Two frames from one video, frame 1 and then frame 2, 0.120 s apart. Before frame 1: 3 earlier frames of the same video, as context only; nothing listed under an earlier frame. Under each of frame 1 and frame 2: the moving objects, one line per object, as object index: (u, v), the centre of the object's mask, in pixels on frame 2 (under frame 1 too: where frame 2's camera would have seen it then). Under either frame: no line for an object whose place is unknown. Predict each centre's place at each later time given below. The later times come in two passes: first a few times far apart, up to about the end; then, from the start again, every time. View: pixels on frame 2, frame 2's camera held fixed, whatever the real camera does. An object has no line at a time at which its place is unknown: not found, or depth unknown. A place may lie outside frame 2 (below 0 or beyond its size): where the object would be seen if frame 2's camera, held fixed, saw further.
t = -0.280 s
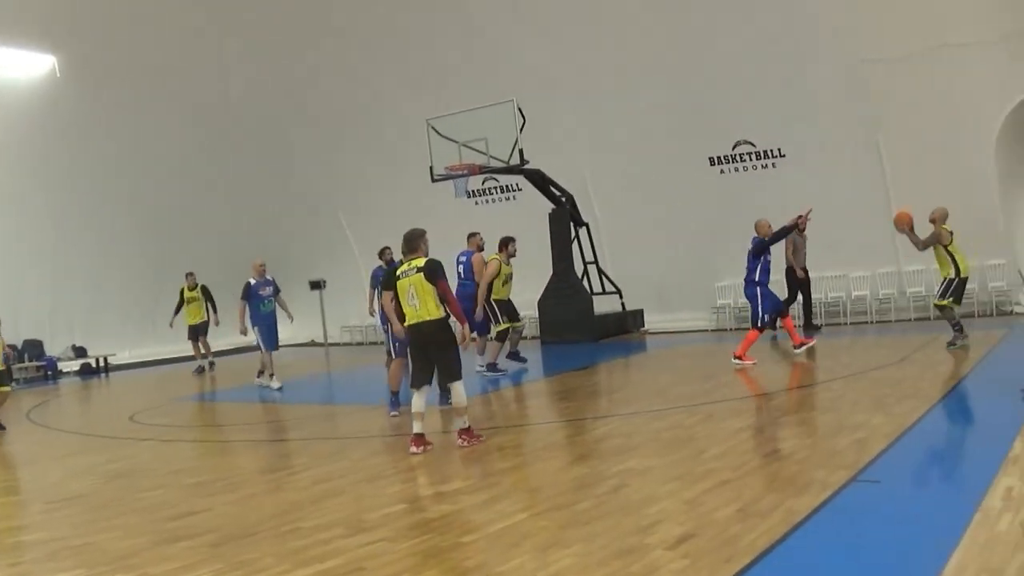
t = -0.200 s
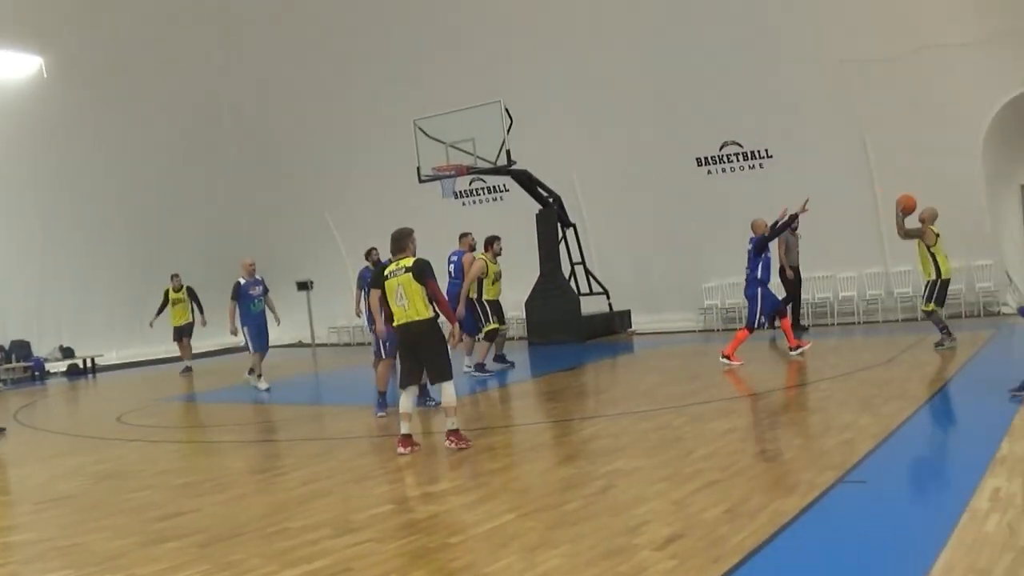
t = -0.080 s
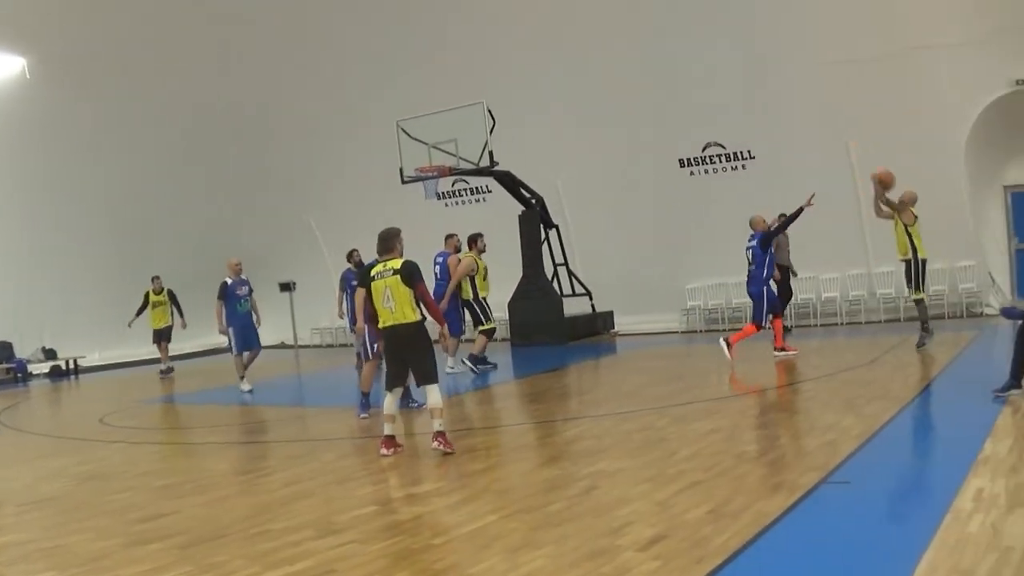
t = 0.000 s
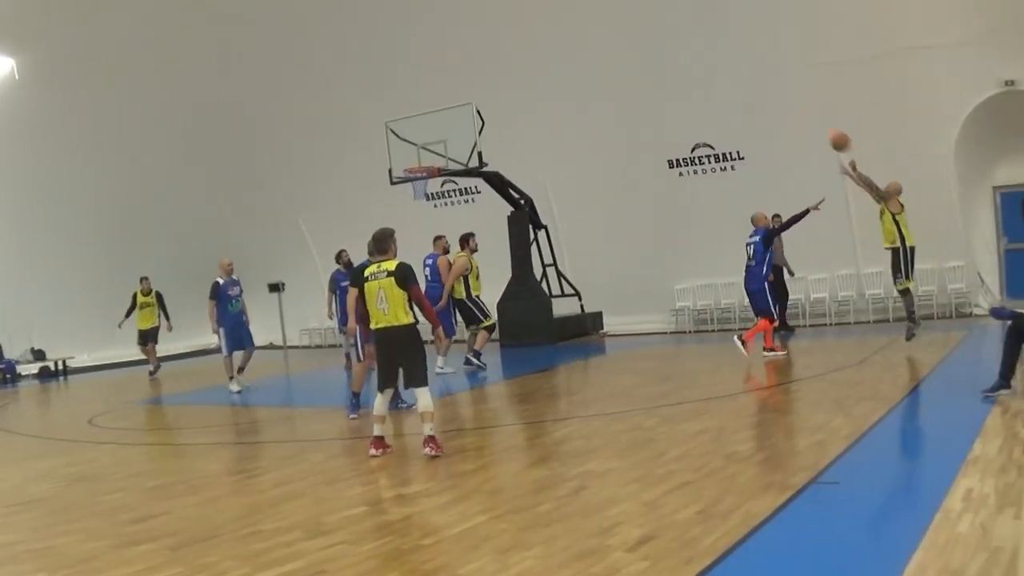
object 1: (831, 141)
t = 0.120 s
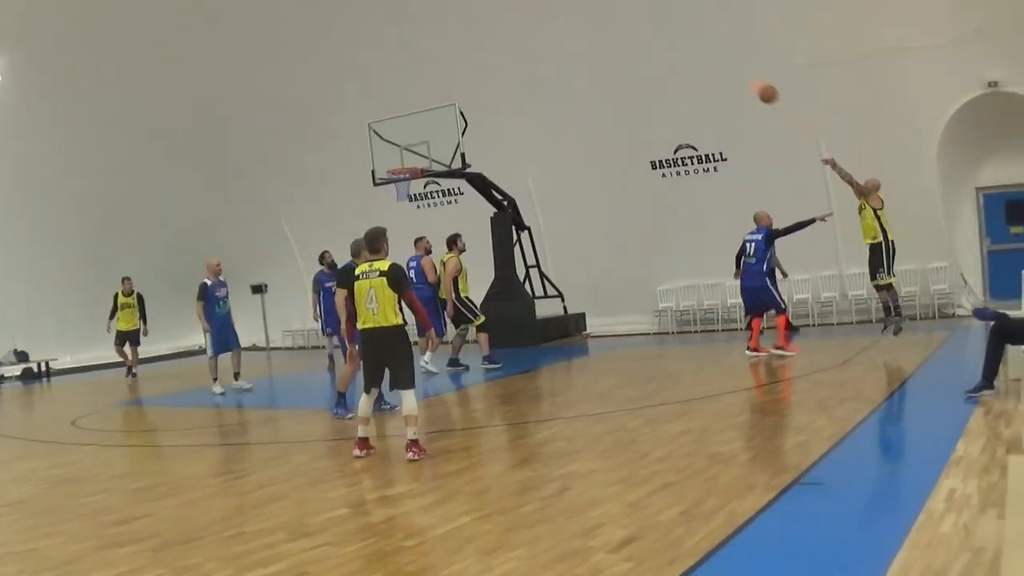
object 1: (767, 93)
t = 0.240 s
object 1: (708, 59)
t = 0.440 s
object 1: (628, 28)
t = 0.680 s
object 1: (558, 30)
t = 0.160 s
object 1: (746, 79)
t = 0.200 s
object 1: (727, 68)
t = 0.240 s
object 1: (708, 59)
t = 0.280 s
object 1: (690, 50)
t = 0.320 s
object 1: (674, 43)
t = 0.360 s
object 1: (658, 37)
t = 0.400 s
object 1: (643, 32)
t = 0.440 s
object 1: (628, 28)
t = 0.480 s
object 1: (615, 26)
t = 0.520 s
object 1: (602, 25)
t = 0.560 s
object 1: (590, 25)
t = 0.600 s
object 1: (578, 26)
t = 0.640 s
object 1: (567, 28)
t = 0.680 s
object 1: (558, 30)
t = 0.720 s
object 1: (550, 34)
